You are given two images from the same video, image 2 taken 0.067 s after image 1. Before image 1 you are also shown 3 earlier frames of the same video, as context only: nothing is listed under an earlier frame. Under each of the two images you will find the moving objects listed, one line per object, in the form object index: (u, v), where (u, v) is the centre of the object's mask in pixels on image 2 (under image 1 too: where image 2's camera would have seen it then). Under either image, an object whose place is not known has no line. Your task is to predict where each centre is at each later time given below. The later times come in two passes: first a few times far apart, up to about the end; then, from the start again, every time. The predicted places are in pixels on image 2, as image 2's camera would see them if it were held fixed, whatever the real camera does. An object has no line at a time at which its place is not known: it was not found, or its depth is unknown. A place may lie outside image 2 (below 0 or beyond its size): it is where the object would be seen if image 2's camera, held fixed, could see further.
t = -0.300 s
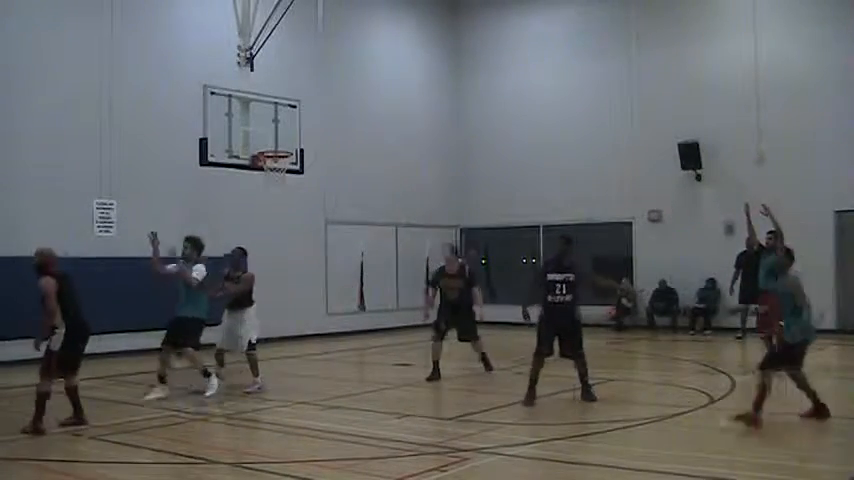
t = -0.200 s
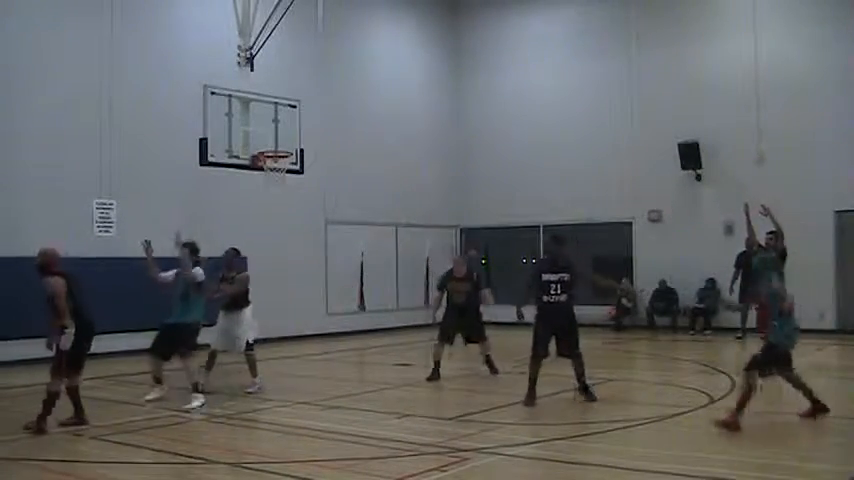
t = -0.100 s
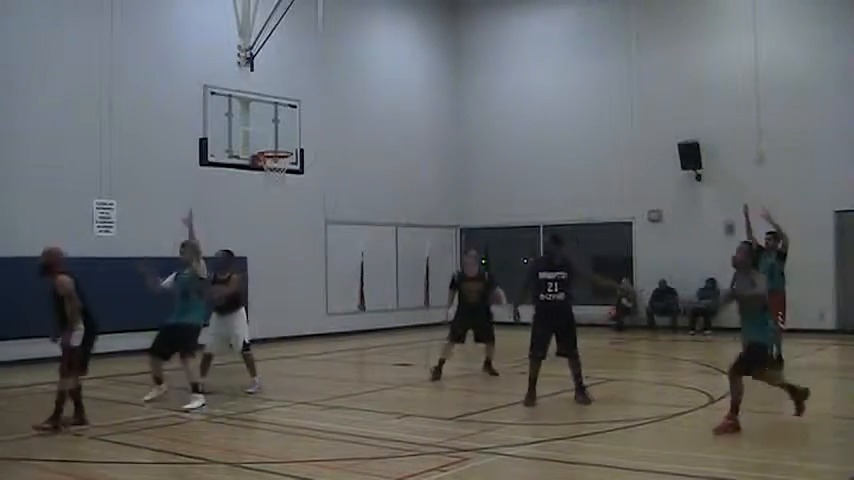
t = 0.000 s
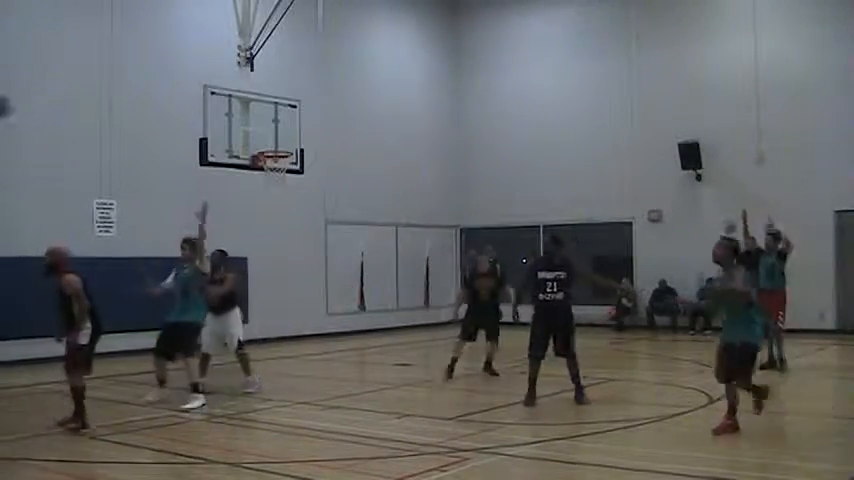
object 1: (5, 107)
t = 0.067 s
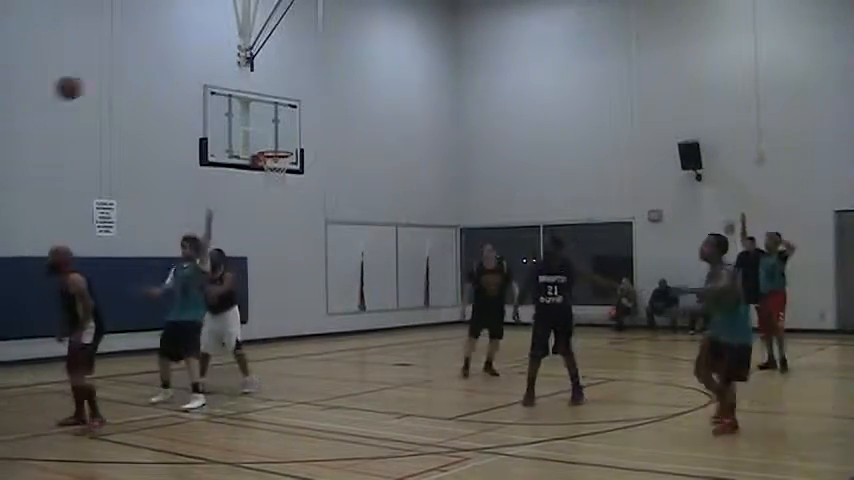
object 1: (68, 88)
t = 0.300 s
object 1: (290, 63)
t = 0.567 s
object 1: (498, 96)
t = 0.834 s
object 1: (664, 177)
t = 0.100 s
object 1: (103, 81)
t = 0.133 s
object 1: (136, 75)
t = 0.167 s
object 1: (168, 70)
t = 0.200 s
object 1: (201, 67)
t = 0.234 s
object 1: (231, 64)
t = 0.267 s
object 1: (262, 63)
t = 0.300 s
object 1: (290, 63)
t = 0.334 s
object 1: (317, 64)
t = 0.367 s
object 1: (346, 66)
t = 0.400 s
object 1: (373, 68)
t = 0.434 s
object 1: (399, 73)
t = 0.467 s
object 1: (424, 77)
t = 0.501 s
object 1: (449, 83)
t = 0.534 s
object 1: (474, 88)
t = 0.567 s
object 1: (498, 96)
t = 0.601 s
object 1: (521, 103)
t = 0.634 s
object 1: (542, 112)
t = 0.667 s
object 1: (564, 121)
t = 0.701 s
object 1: (585, 131)
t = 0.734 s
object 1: (606, 142)
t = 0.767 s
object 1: (626, 153)
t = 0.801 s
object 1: (647, 165)
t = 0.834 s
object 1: (664, 177)
